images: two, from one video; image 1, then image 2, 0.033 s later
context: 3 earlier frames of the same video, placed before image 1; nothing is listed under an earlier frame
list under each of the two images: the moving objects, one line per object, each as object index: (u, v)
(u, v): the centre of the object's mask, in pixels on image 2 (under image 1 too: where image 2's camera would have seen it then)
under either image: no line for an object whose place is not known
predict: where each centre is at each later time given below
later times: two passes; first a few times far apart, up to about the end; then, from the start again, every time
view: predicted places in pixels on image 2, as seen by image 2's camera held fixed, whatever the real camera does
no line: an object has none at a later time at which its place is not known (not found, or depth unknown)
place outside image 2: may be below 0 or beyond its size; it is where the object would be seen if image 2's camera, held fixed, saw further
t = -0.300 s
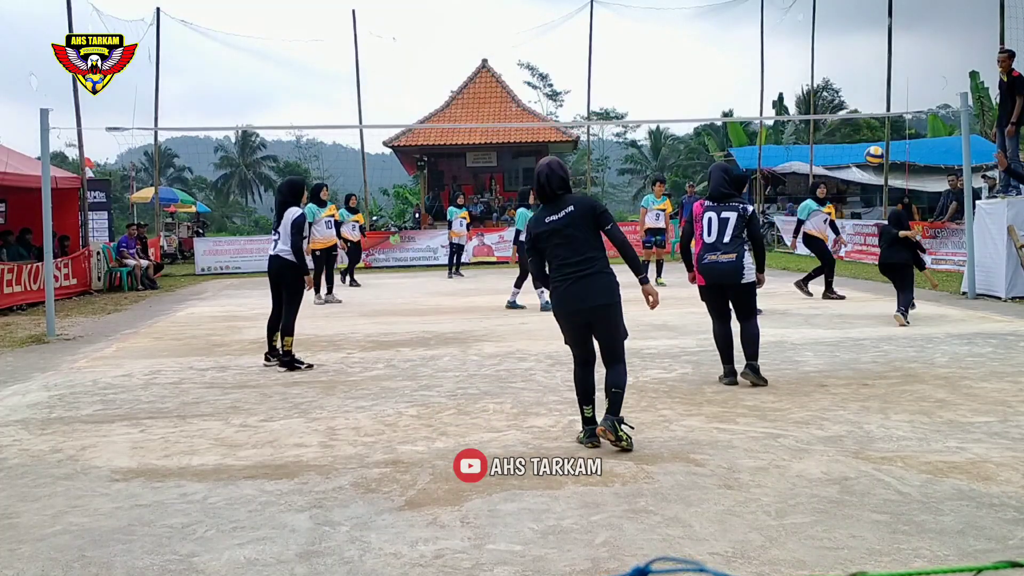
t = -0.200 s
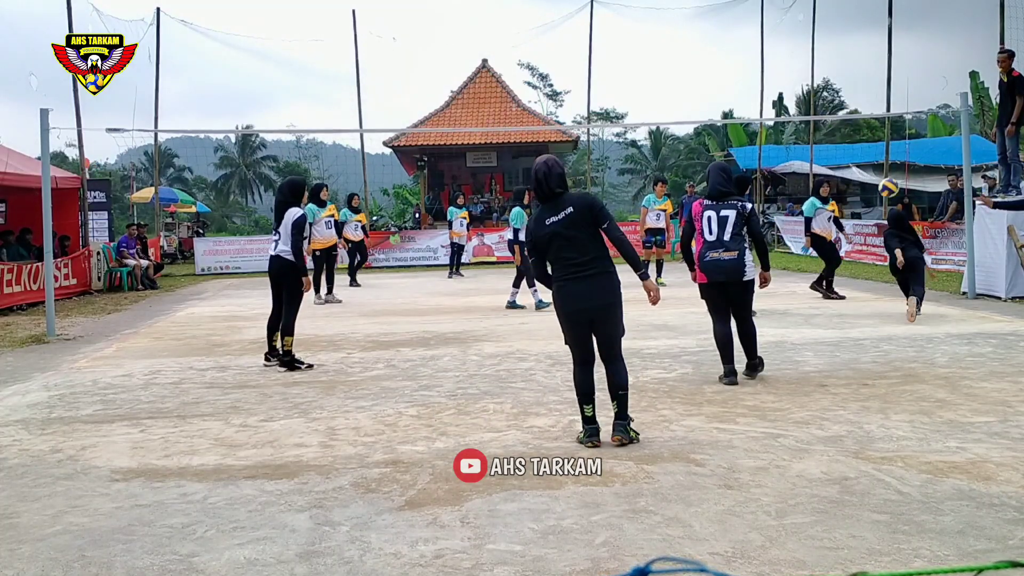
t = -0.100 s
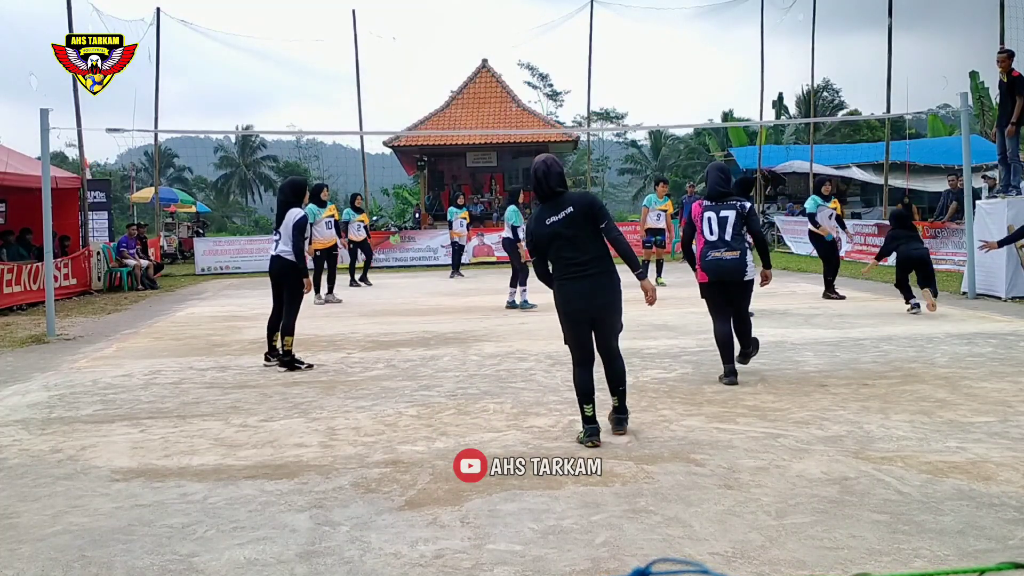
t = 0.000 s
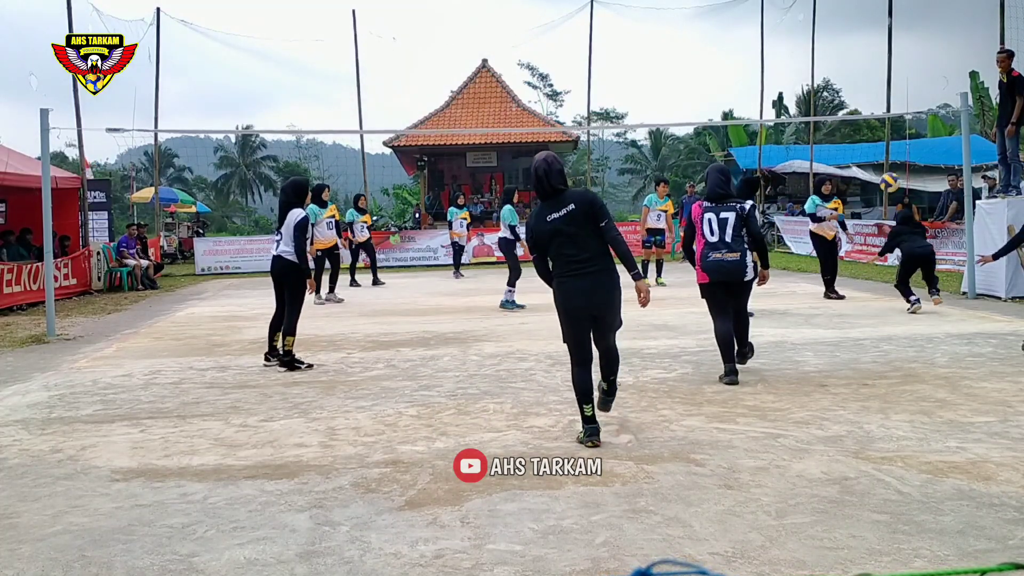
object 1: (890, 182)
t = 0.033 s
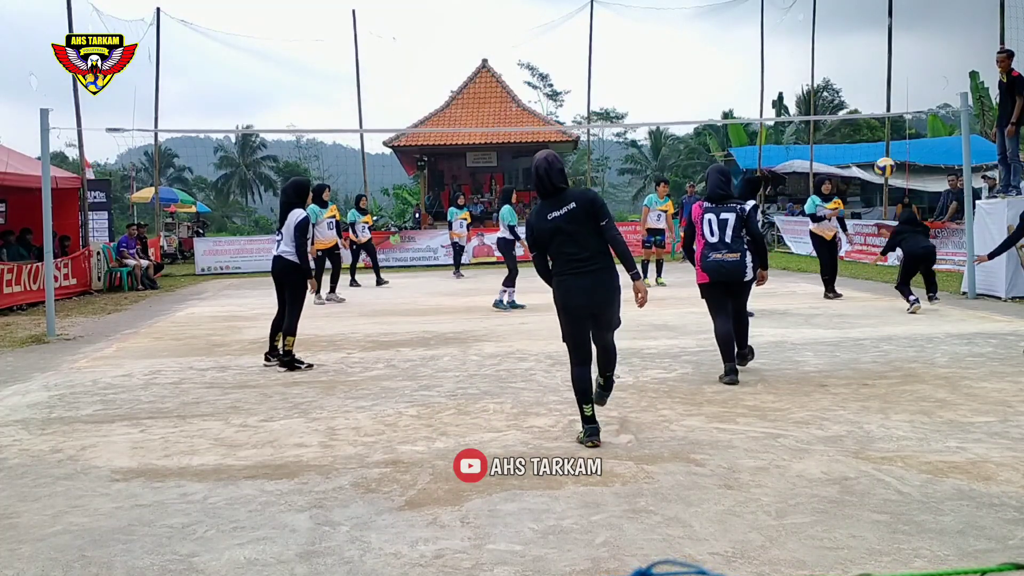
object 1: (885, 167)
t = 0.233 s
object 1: (859, 94)
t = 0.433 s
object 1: (835, 53)
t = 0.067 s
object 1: (881, 153)
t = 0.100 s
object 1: (876, 139)
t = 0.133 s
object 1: (871, 127)
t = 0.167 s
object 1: (867, 115)
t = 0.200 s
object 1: (863, 104)
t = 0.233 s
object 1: (859, 94)
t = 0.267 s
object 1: (854, 85)
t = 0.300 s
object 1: (850, 77)
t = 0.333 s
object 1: (847, 70)
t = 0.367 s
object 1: (842, 63)
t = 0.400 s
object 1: (839, 58)
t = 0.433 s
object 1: (835, 53)
